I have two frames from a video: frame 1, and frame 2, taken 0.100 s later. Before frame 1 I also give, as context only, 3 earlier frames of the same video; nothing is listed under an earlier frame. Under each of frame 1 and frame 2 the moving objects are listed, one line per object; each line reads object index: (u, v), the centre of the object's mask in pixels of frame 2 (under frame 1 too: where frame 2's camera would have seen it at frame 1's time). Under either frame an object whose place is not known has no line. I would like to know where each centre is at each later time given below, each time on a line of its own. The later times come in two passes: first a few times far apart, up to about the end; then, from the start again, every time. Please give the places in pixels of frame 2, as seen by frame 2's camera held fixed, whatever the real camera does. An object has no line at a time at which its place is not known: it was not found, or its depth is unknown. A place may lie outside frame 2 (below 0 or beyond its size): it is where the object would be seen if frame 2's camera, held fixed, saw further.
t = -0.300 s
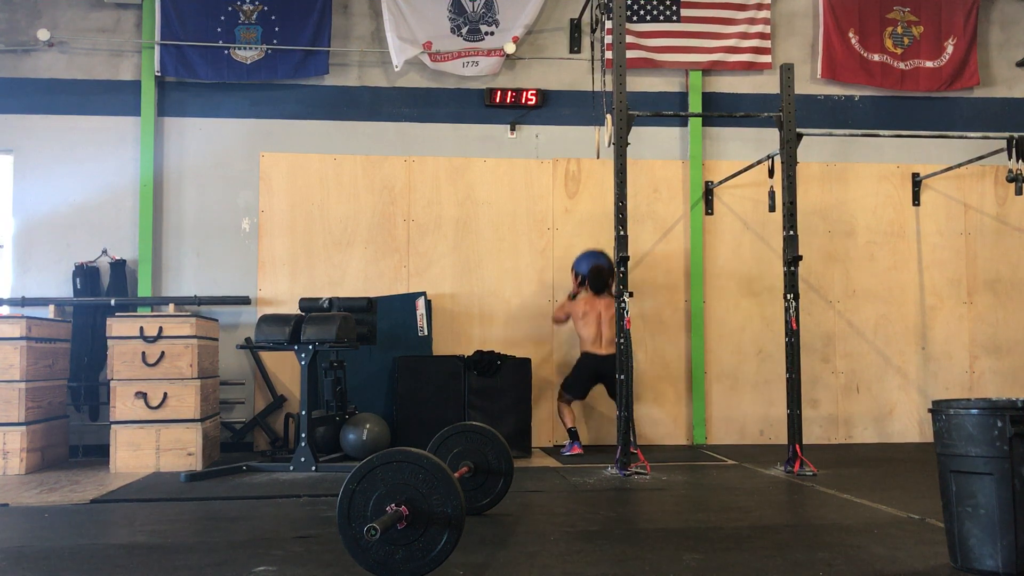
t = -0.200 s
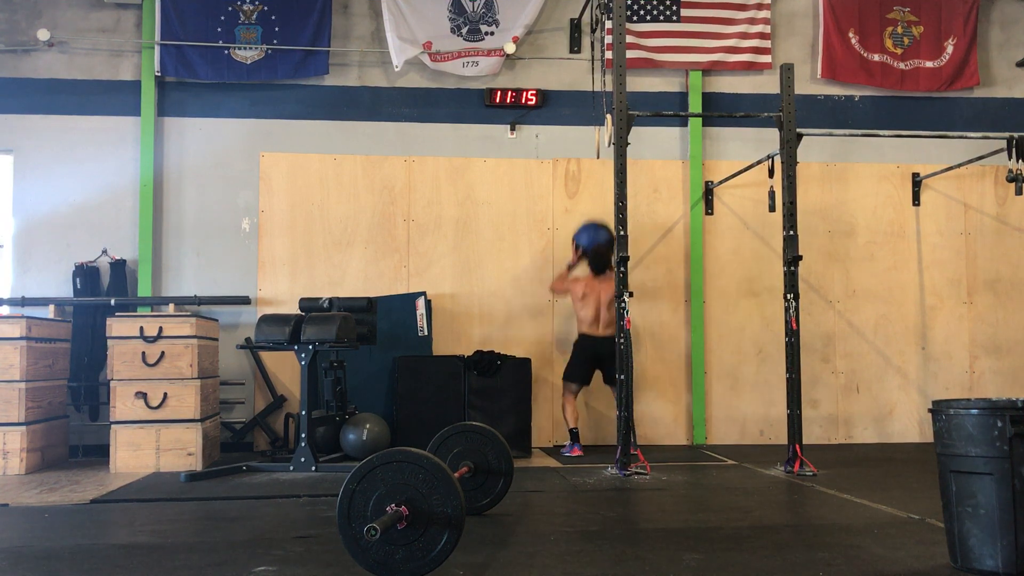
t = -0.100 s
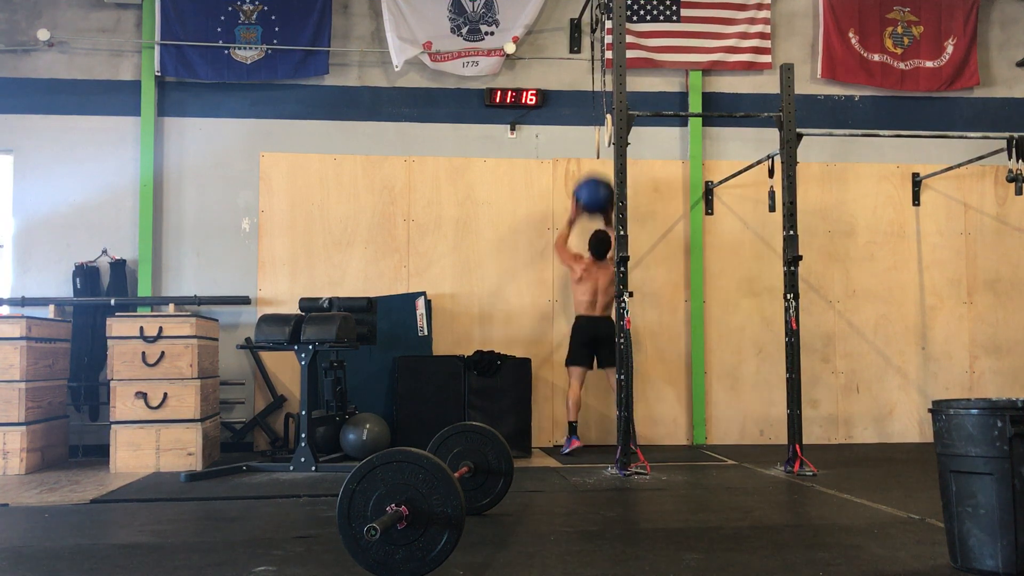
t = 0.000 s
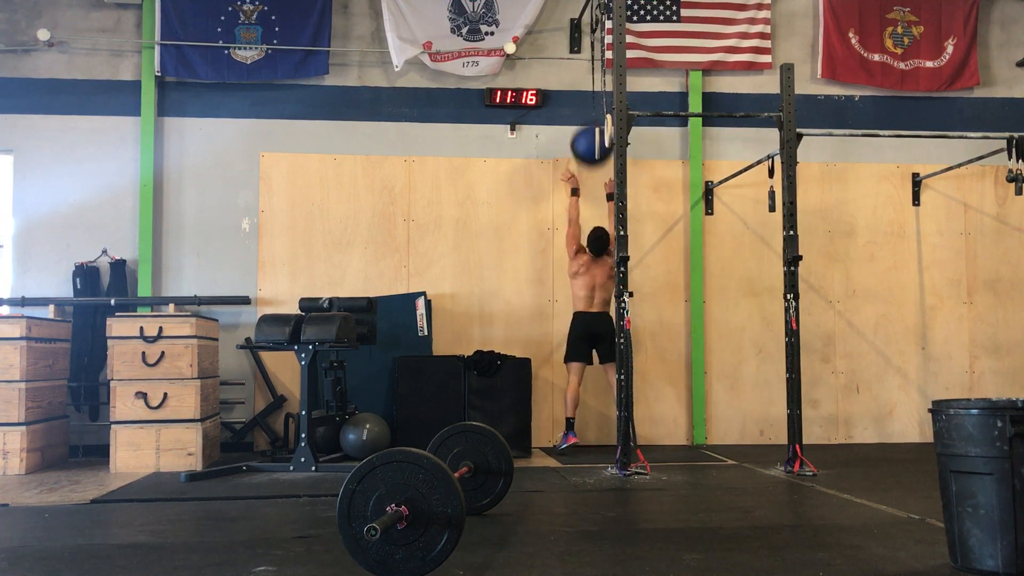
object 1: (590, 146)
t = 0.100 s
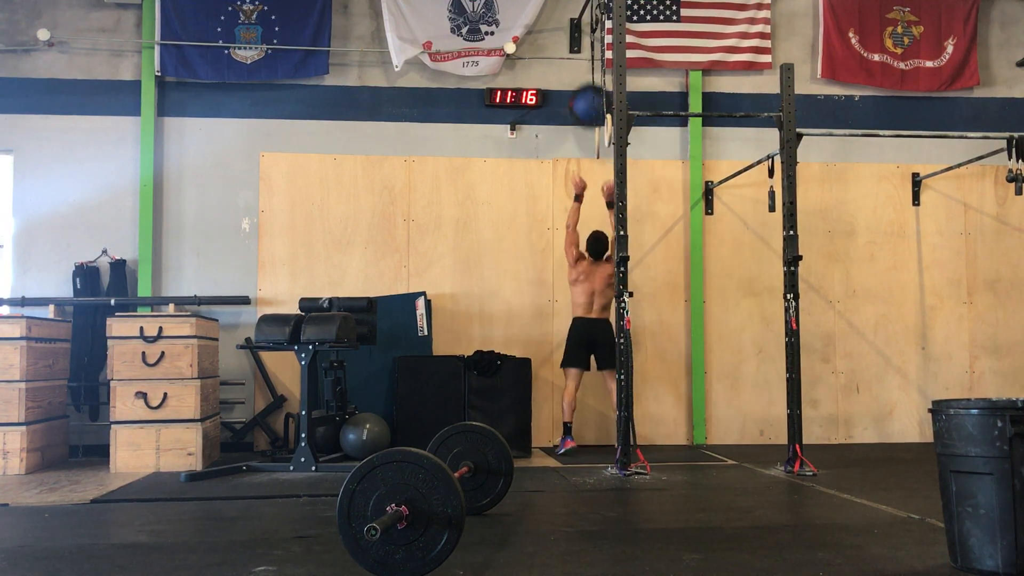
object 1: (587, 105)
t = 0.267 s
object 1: (585, 67)
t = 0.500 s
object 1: (583, 67)
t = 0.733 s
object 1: (585, 112)
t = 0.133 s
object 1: (586, 93)
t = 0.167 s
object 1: (585, 84)
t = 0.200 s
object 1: (585, 77)
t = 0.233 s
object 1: (585, 71)
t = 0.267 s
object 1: (585, 67)
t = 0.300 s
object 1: (585, 63)
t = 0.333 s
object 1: (584, 61)
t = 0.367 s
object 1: (584, 60)
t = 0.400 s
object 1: (584, 59)
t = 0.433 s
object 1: (584, 61)
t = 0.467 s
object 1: (583, 63)
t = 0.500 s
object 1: (583, 67)
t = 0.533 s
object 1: (583, 70)
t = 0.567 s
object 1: (584, 75)
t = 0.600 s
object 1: (584, 80)
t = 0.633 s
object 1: (584, 86)
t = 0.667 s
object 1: (585, 92)
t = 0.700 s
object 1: (585, 103)
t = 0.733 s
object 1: (585, 112)
